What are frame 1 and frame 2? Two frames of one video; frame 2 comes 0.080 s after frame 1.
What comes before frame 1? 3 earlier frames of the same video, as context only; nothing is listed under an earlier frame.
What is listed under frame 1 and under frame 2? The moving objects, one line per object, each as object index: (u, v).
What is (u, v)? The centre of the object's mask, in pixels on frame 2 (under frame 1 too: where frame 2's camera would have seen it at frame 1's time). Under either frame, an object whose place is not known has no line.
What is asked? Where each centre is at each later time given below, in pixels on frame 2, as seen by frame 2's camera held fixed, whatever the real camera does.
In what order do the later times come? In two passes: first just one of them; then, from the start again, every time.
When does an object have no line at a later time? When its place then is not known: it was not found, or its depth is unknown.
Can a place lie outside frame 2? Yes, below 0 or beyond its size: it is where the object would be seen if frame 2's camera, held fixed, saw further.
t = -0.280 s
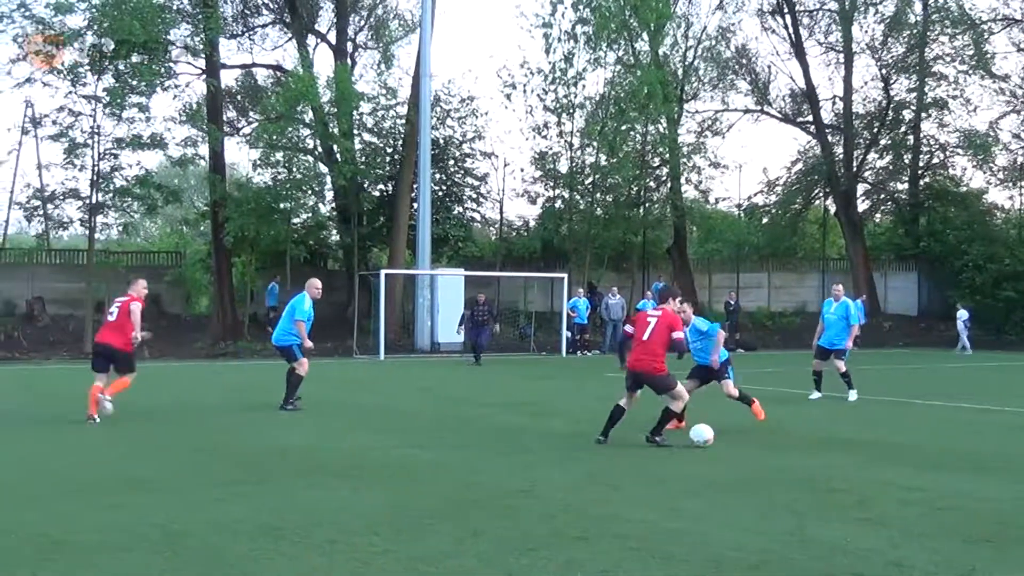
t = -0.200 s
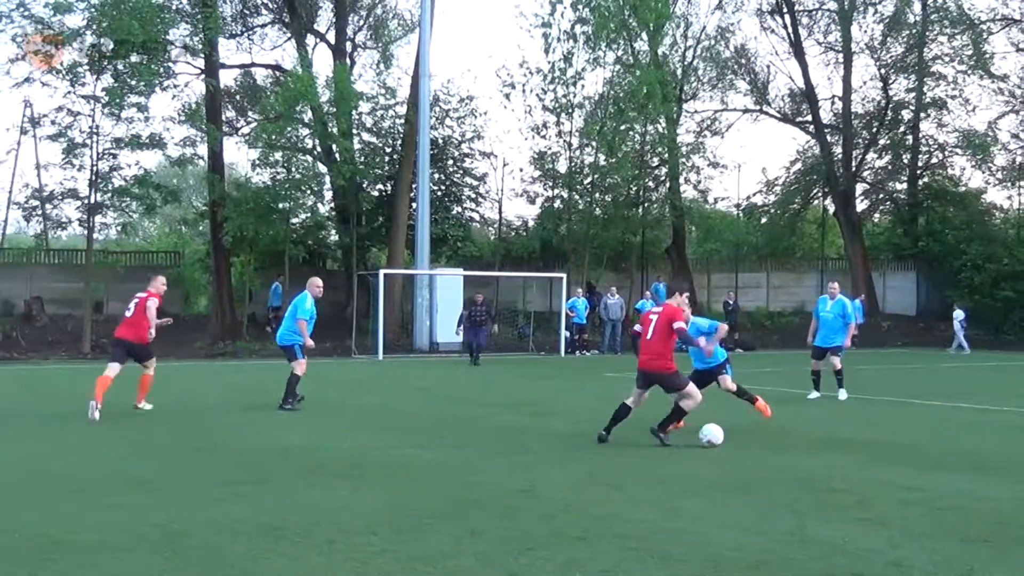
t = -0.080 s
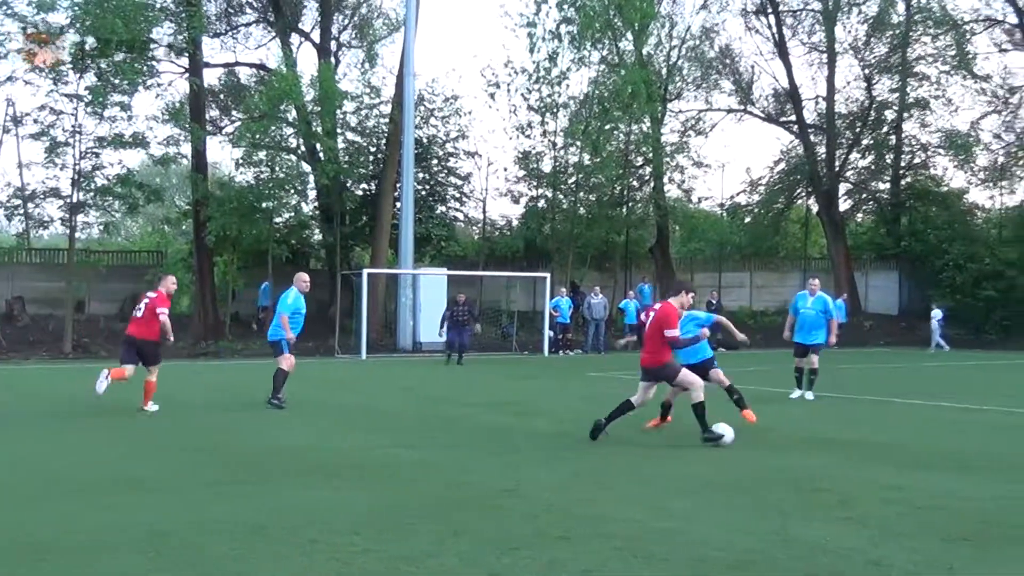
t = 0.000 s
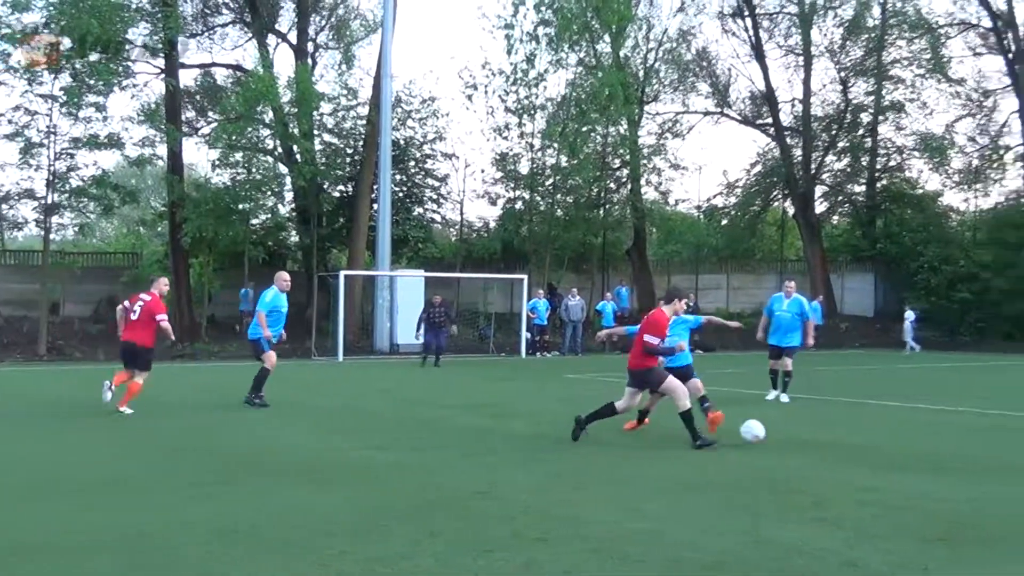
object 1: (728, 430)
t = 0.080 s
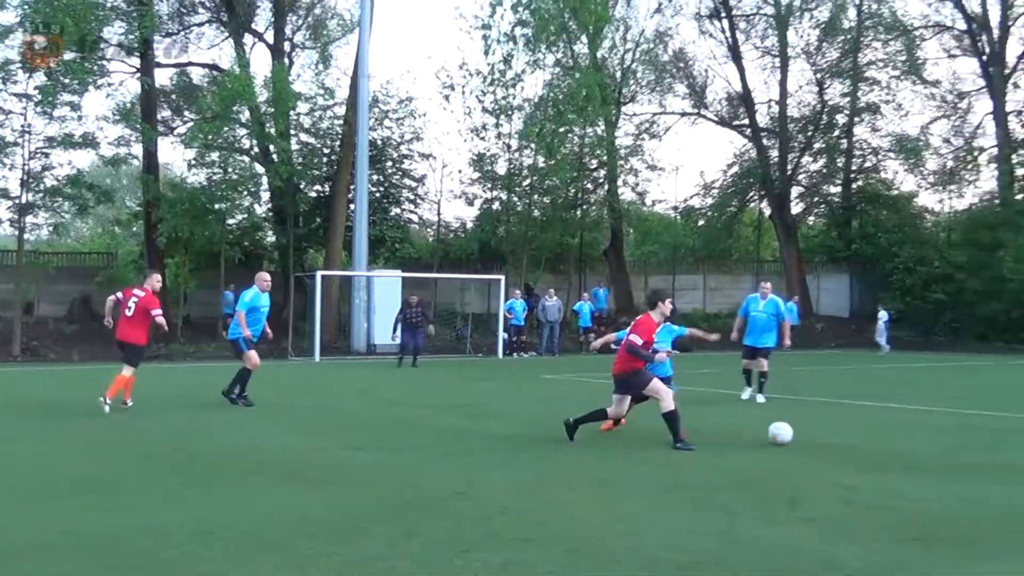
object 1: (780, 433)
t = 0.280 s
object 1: (894, 432)
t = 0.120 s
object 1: (805, 432)
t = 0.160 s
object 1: (828, 431)
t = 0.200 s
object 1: (850, 430)
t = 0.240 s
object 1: (873, 431)
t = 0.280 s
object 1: (894, 432)
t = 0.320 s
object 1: (913, 430)
